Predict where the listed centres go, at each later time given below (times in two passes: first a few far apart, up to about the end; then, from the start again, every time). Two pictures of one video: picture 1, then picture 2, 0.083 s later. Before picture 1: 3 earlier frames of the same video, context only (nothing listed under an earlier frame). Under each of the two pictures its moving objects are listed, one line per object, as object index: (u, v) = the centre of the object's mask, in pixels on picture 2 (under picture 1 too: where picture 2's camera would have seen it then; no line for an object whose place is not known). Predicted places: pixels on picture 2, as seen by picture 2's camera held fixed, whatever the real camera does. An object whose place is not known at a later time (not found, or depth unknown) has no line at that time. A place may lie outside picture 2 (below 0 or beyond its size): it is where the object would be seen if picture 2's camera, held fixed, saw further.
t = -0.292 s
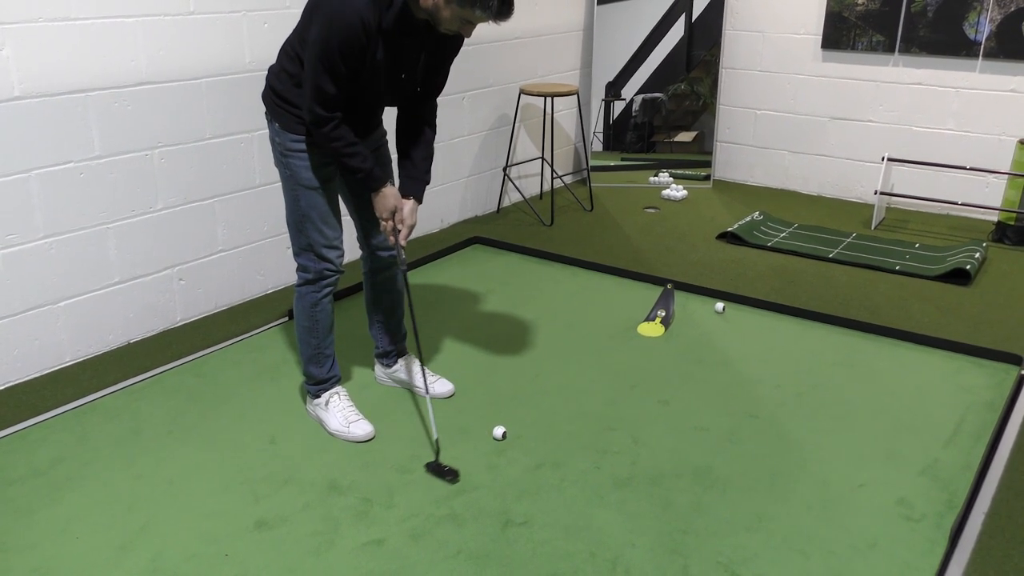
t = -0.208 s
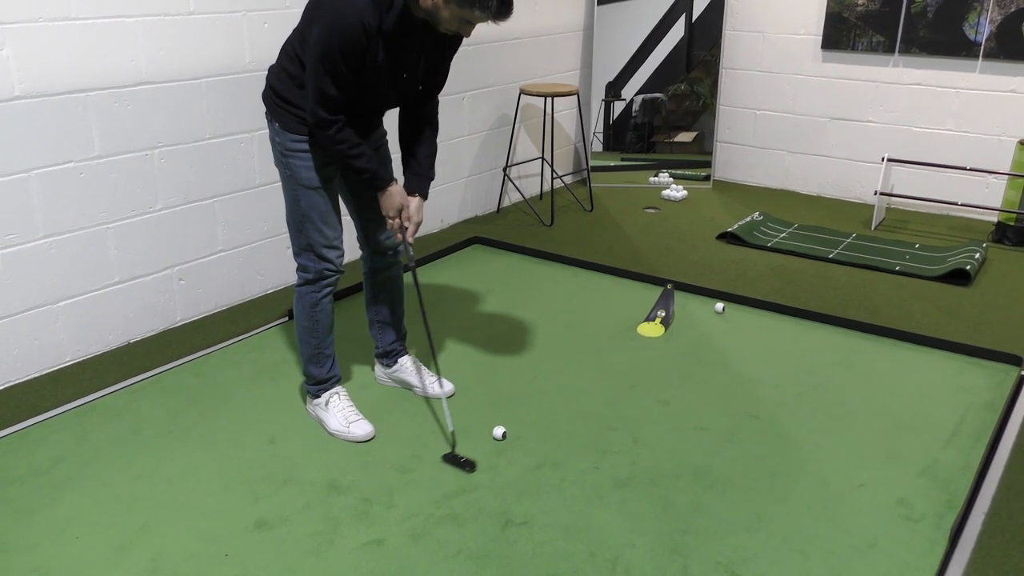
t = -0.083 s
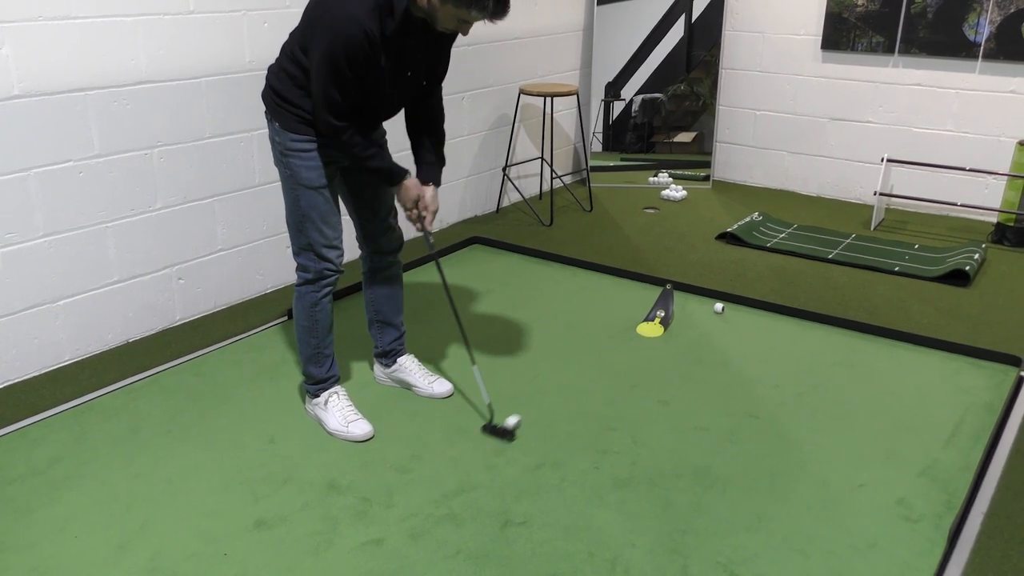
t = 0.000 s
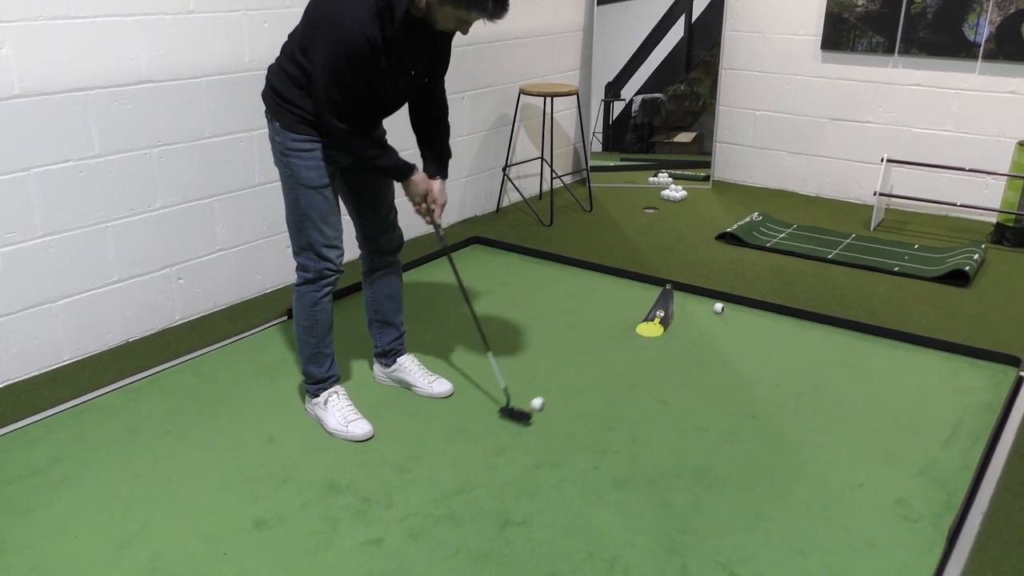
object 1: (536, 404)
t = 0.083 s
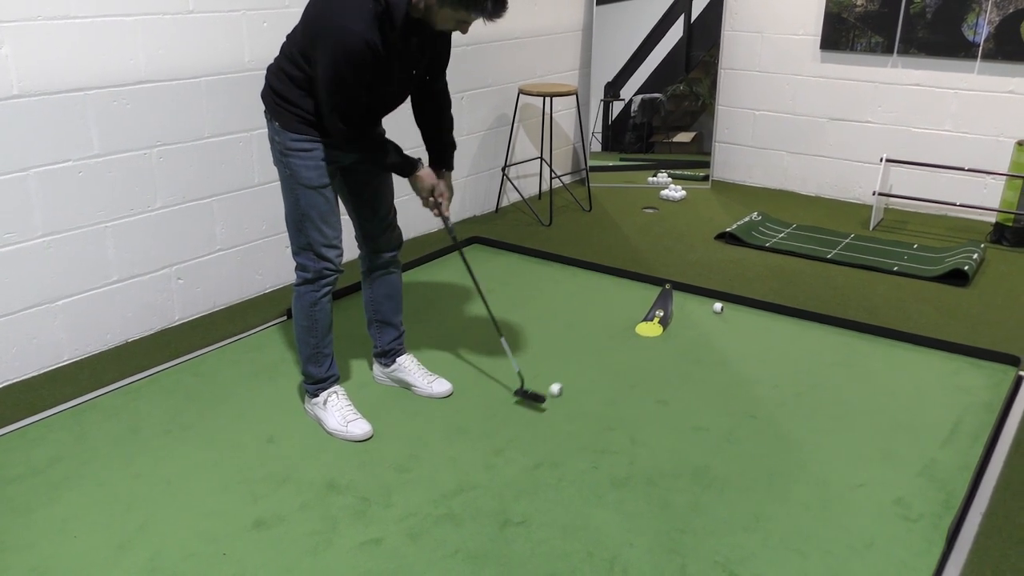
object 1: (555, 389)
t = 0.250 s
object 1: (587, 364)
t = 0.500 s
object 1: (622, 334)
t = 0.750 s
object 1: (641, 311)
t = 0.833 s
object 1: (646, 304)
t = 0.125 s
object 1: (564, 383)
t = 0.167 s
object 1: (572, 376)
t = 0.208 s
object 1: (580, 370)
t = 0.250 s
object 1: (587, 364)
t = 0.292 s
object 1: (594, 359)
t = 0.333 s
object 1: (600, 354)
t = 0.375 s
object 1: (606, 348)
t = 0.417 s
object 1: (612, 343)
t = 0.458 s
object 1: (617, 338)
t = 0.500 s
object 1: (622, 334)
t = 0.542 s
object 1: (628, 329)
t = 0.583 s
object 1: (632, 325)
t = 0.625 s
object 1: (635, 319)
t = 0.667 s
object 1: (638, 315)
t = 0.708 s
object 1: (639, 313)
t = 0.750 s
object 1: (641, 311)
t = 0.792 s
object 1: (643, 308)
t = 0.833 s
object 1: (646, 304)
